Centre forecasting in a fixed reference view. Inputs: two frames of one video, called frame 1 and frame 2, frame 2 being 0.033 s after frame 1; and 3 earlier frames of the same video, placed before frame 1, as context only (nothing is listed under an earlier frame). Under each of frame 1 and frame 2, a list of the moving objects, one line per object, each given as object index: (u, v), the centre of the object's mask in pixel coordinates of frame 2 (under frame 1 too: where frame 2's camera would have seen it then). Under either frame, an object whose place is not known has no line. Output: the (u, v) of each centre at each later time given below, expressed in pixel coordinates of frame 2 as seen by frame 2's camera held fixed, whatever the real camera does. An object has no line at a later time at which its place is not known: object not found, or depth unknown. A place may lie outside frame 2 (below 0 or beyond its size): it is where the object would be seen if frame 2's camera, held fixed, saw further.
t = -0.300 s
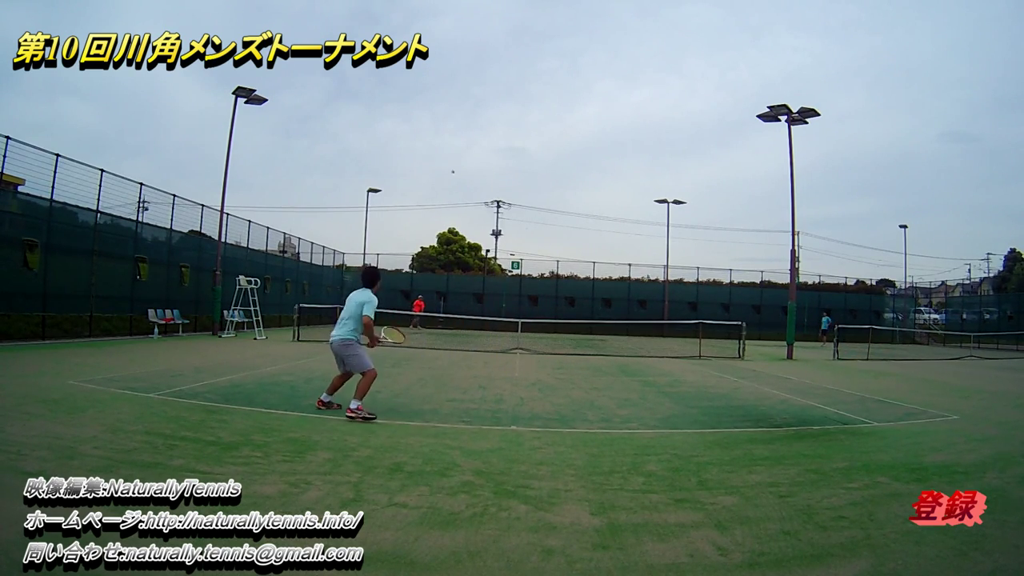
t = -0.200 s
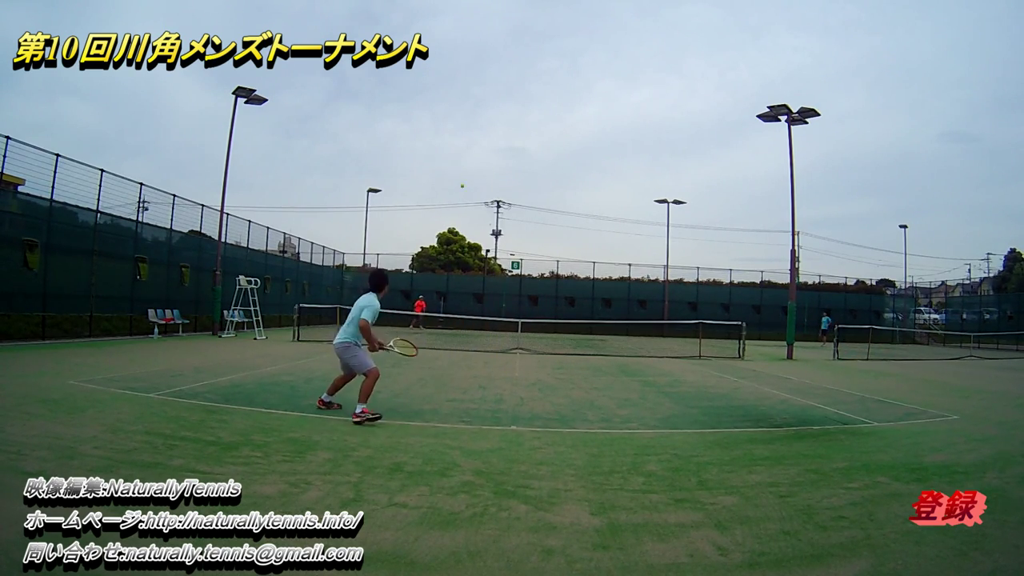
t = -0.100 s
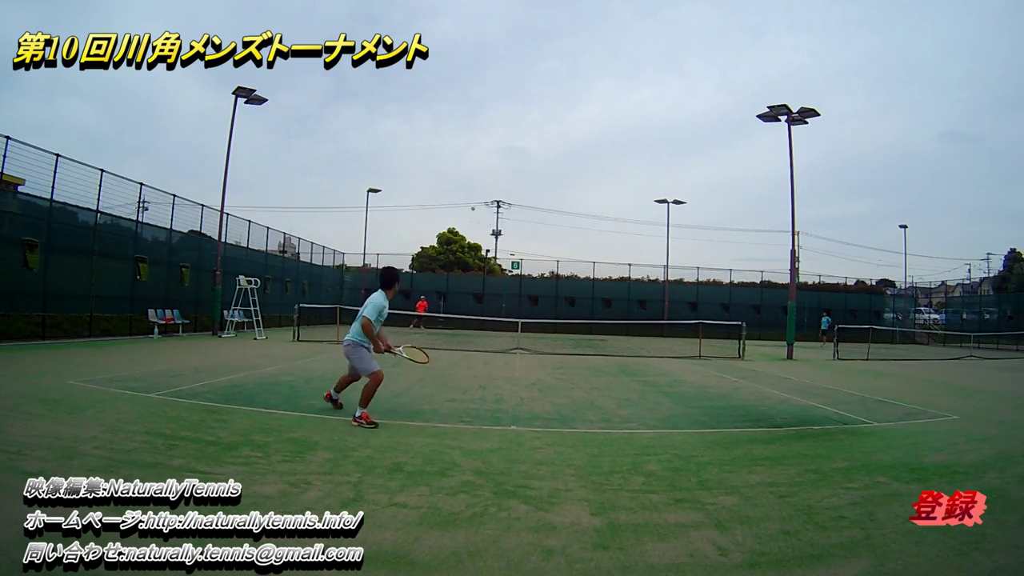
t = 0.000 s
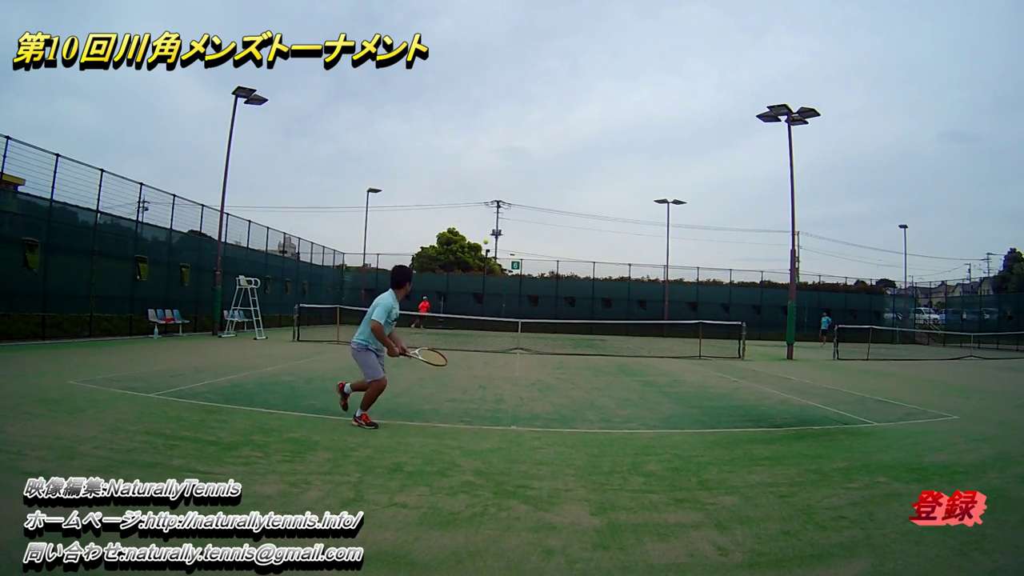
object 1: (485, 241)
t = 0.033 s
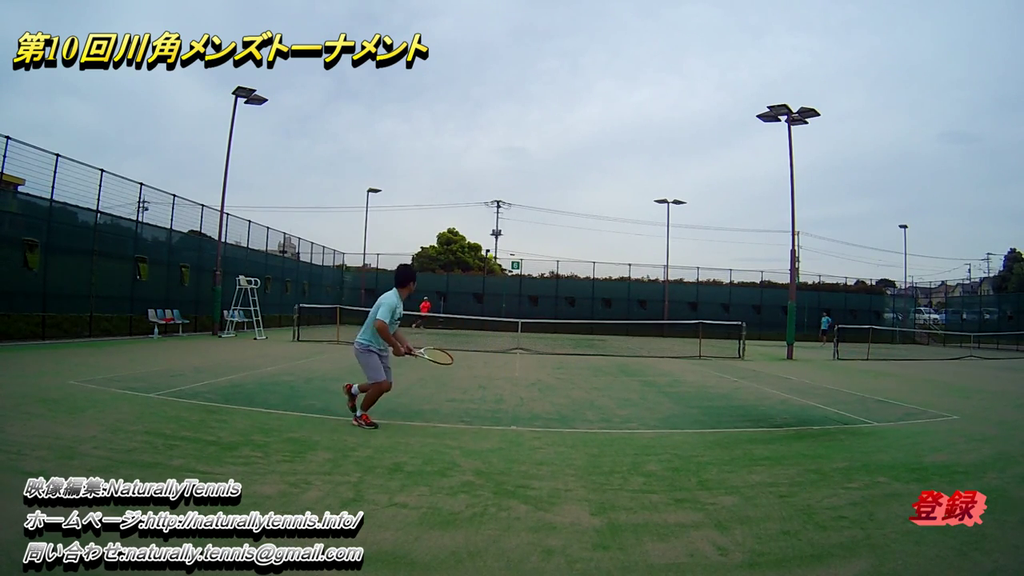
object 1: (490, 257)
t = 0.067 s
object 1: (496, 272)
